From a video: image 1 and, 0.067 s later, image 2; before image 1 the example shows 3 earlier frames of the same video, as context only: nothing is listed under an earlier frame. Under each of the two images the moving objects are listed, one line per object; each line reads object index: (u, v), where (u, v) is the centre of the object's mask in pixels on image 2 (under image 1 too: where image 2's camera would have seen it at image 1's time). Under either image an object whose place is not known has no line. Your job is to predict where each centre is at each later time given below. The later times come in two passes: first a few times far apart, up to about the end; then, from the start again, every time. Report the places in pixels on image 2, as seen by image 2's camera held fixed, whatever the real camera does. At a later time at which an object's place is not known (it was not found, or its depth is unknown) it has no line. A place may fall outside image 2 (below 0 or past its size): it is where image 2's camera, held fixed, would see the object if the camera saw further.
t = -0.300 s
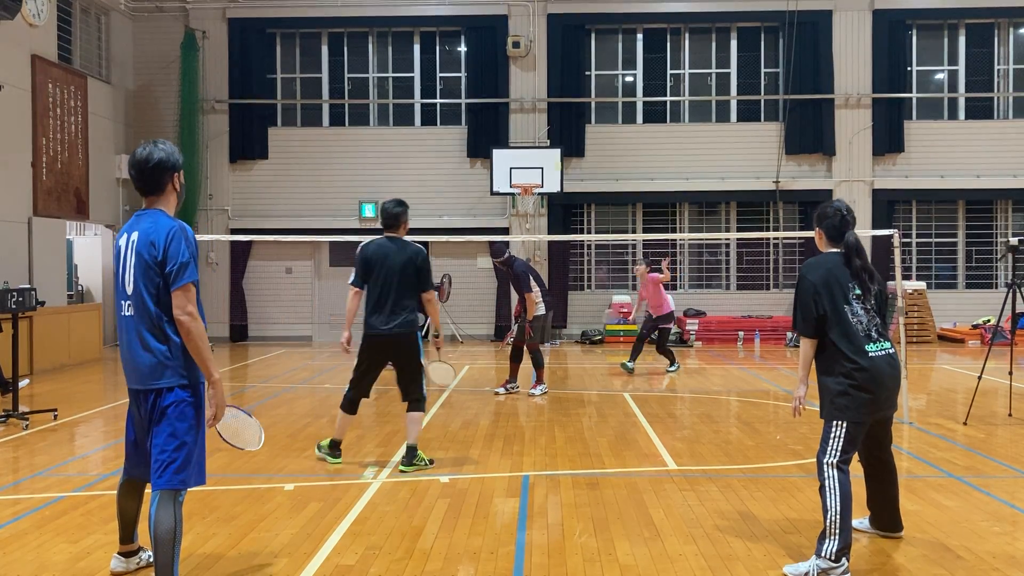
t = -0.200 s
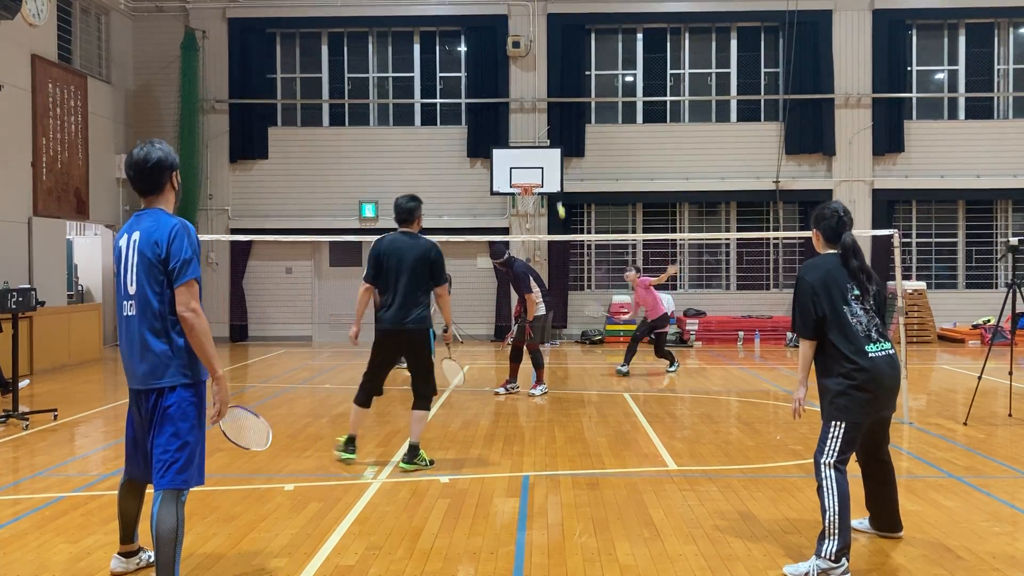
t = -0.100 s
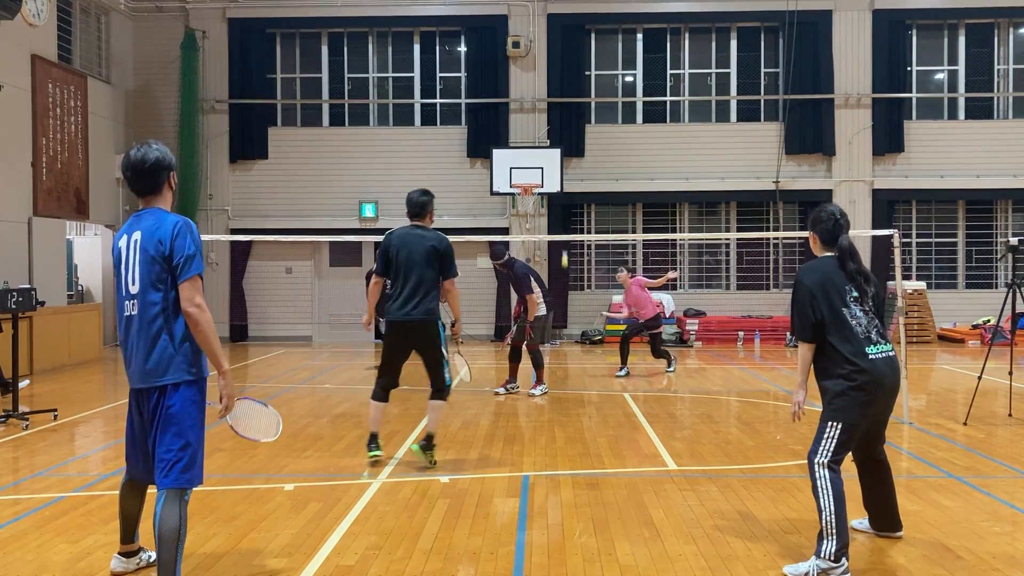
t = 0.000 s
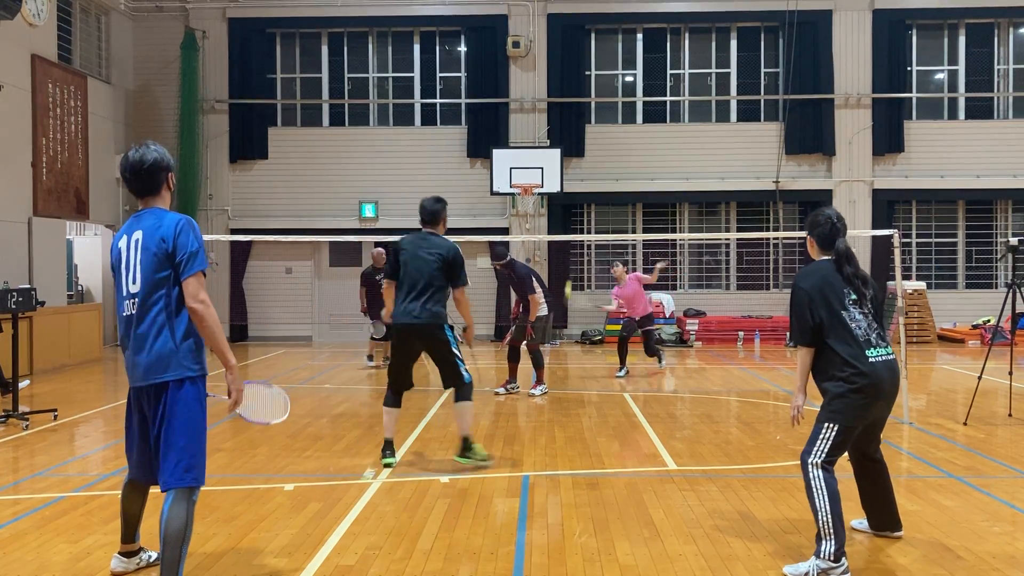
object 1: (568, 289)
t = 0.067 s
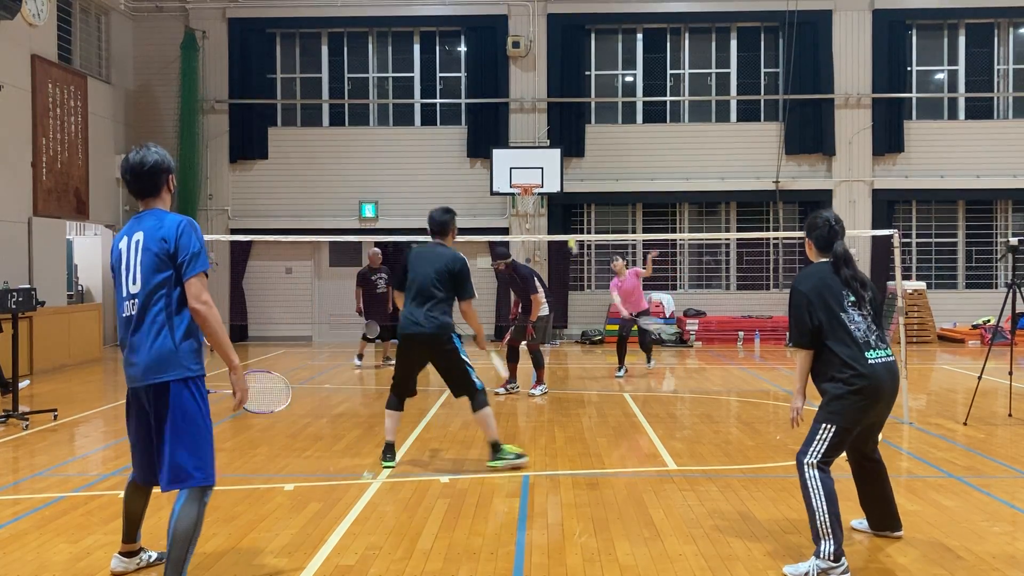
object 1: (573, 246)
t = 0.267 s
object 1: (587, 152)
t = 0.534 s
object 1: (602, 115)
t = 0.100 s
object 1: (573, 223)
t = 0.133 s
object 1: (575, 206)
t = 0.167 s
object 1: (578, 191)
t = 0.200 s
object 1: (582, 177)
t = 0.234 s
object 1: (585, 165)
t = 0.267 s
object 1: (587, 152)
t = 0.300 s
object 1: (590, 142)
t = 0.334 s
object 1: (590, 133)
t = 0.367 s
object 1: (591, 124)
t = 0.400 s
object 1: (592, 117)
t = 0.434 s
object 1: (594, 114)
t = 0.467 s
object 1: (596, 112)
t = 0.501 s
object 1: (599, 112)
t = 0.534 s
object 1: (602, 115)
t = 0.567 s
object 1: (606, 120)
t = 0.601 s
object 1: (609, 126)
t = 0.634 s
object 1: (612, 134)
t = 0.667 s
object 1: (614, 144)
